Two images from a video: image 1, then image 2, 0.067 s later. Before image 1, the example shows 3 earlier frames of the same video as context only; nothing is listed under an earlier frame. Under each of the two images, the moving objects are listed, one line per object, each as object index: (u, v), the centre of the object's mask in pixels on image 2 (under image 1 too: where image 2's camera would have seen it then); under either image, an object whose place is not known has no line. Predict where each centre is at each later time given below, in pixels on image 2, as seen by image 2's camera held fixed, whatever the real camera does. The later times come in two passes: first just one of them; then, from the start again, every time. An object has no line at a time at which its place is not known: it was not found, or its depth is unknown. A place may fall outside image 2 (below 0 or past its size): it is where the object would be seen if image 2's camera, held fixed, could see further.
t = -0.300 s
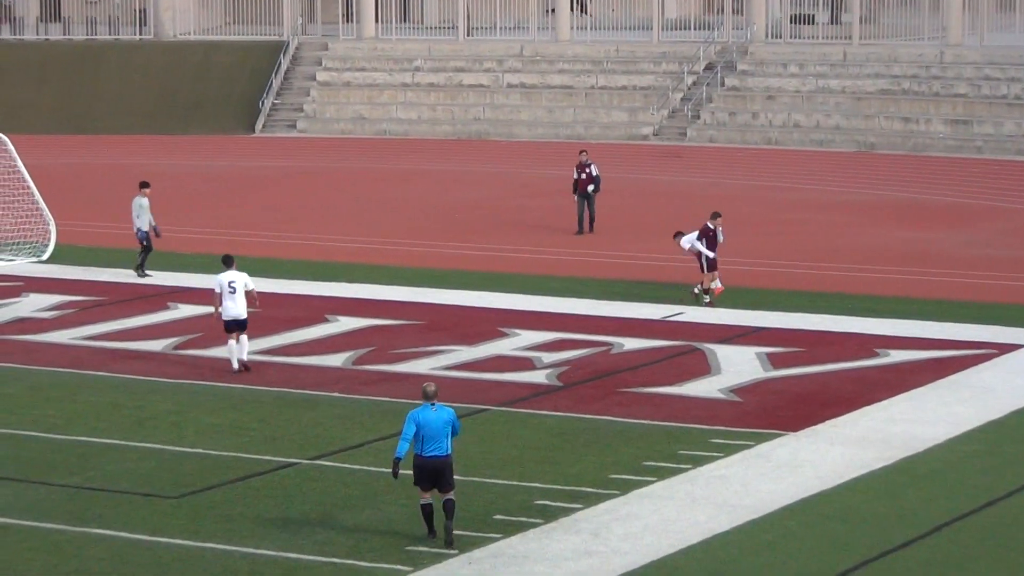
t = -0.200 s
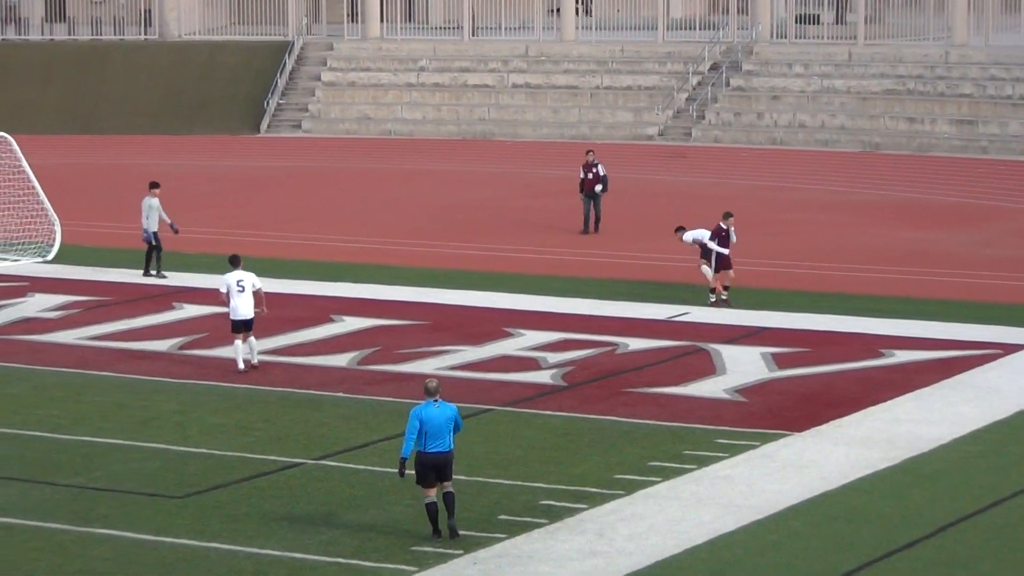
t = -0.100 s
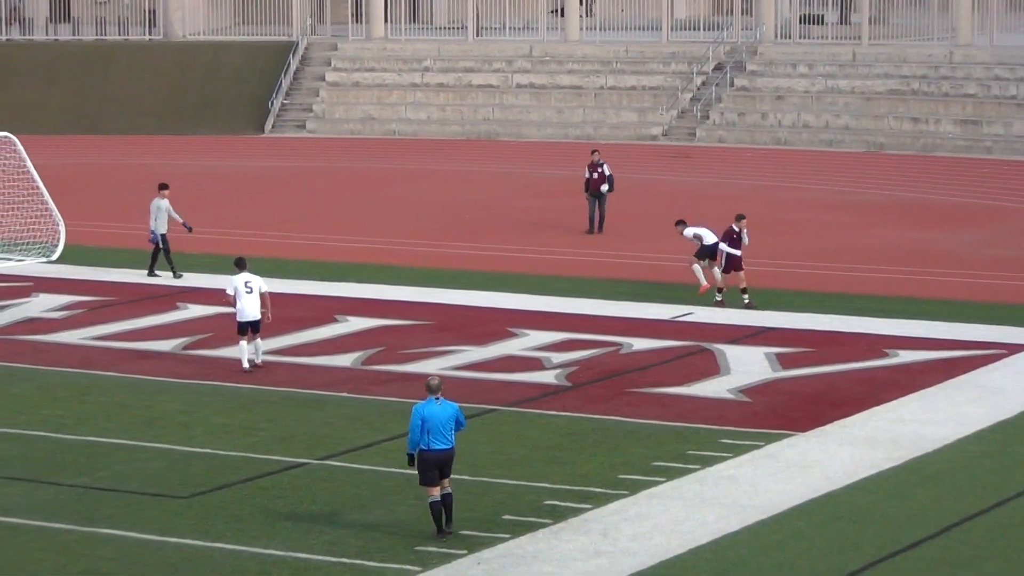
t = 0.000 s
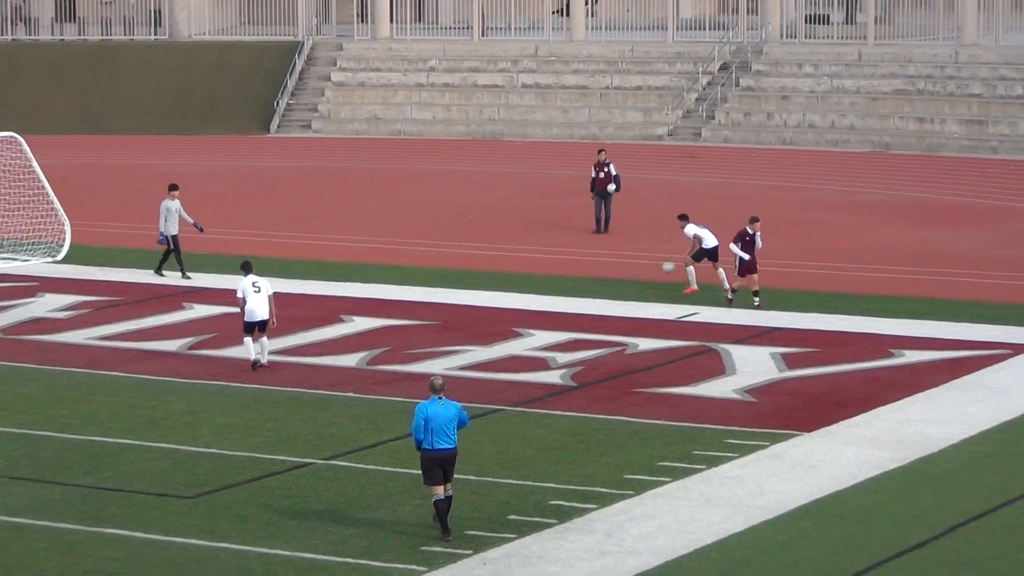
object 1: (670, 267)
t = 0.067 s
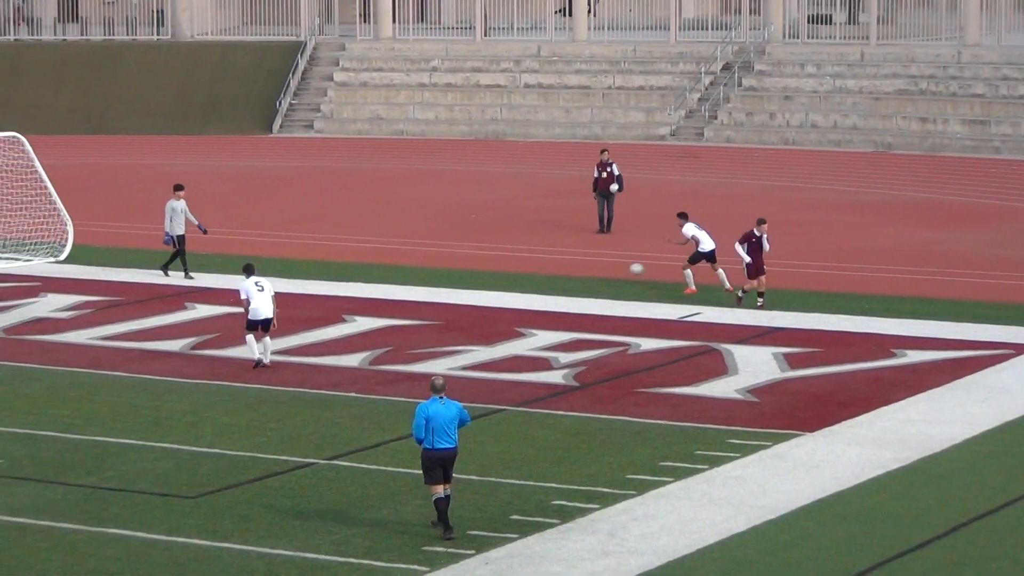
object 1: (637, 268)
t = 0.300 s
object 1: (527, 276)
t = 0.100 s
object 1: (620, 271)
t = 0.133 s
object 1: (603, 272)
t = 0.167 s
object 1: (585, 275)
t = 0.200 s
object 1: (569, 279)
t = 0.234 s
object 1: (552, 283)
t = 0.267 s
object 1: (540, 280)
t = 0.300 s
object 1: (527, 276)
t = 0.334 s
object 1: (515, 273)
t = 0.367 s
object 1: (503, 270)
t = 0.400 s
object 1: (491, 268)
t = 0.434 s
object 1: (480, 267)
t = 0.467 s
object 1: (467, 266)
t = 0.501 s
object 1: (456, 266)
